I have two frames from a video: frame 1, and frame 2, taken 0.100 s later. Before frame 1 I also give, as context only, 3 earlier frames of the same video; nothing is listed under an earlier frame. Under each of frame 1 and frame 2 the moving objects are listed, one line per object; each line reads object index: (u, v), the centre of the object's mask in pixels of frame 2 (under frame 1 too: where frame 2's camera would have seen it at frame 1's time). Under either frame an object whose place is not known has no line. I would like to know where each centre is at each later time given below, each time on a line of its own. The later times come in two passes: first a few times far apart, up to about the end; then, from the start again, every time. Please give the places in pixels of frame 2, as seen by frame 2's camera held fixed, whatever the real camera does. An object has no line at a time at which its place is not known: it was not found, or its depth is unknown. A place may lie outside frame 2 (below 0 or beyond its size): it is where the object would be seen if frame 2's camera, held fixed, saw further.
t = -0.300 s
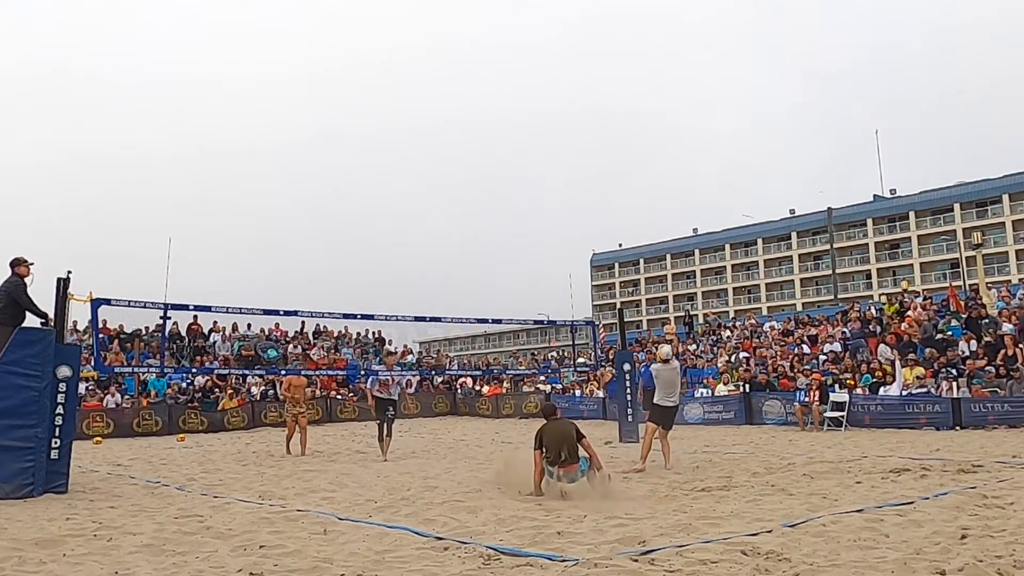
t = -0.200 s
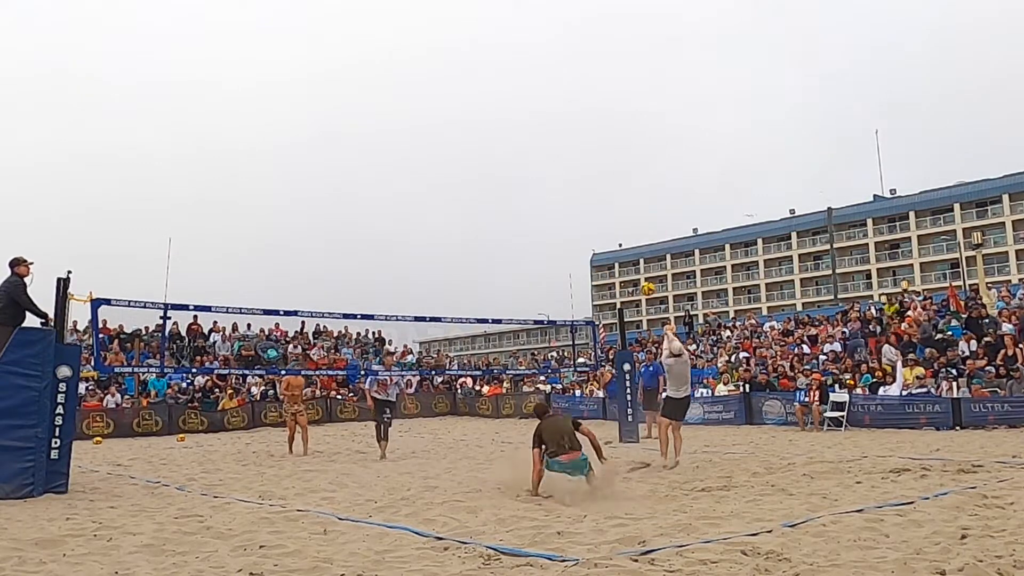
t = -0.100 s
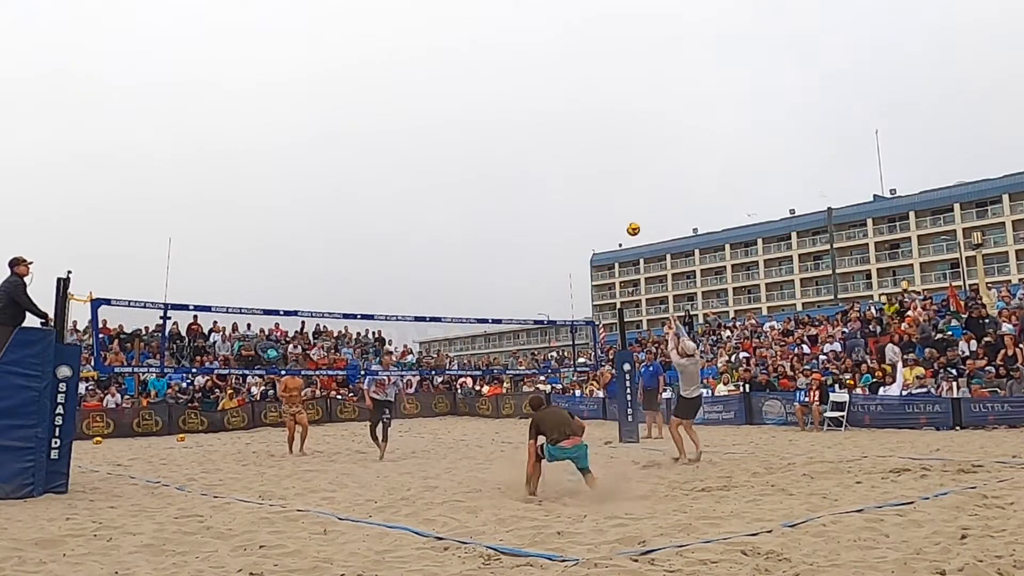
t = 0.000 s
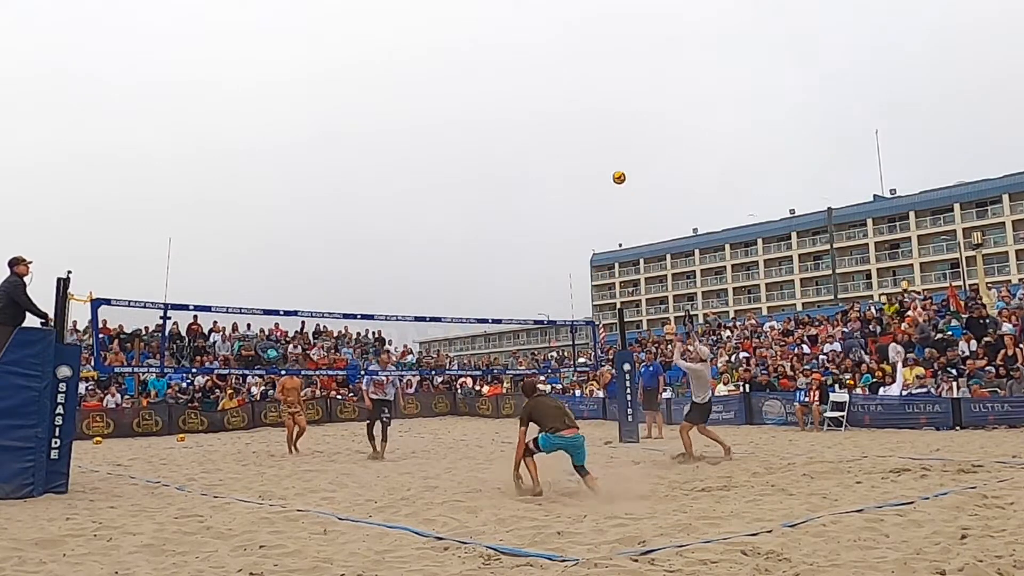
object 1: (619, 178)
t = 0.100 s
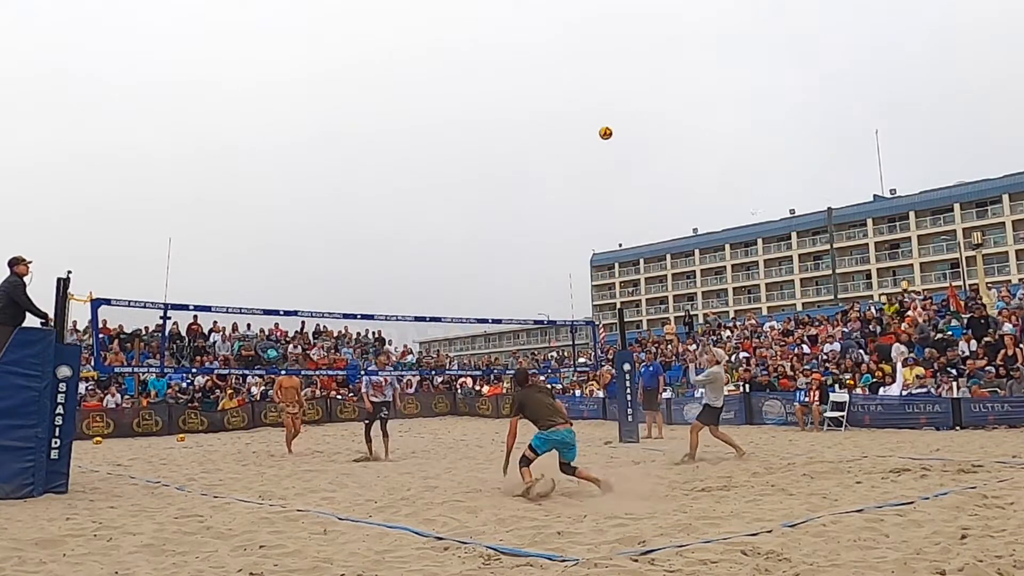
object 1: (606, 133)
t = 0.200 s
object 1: (592, 95)
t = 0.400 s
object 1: (568, 41)
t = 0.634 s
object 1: (539, 11)
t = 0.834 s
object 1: (517, 13)
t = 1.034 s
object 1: (495, 42)
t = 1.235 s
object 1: (475, 100)
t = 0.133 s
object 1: (601, 120)
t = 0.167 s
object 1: (597, 107)
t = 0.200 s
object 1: (592, 95)
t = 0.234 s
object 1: (588, 84)
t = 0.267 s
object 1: (584, 74)
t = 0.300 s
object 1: (580, 65)
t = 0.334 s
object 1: (576, 56)
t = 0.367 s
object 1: (572, 48)
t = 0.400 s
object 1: (568, 41)
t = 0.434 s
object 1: (563, 34)
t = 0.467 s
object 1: (559, 29)
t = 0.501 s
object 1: (555, 24)
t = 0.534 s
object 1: (551, 19)
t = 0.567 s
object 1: (547, 16)
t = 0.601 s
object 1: (543, 13)
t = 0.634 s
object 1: (539, 11)
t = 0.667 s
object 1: (535, 9)
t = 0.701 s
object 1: (532, 8)
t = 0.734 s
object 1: (528, 8)
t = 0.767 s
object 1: (524, 9)
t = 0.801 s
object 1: (521, 11)
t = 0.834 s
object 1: (517, 13)
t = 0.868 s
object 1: (513, 16)
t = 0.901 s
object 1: (510, 20)
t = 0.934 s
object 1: (506, 25)
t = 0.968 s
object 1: (502, 30)
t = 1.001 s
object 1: (499, 36)
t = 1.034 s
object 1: (495, 42)
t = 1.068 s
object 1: (492, 50)
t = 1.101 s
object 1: (488, 58)
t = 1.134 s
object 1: (485, 67)
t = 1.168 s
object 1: (482, 77)
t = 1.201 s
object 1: (478, 88)
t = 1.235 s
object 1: (475, 100)
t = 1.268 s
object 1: (472, 112)
